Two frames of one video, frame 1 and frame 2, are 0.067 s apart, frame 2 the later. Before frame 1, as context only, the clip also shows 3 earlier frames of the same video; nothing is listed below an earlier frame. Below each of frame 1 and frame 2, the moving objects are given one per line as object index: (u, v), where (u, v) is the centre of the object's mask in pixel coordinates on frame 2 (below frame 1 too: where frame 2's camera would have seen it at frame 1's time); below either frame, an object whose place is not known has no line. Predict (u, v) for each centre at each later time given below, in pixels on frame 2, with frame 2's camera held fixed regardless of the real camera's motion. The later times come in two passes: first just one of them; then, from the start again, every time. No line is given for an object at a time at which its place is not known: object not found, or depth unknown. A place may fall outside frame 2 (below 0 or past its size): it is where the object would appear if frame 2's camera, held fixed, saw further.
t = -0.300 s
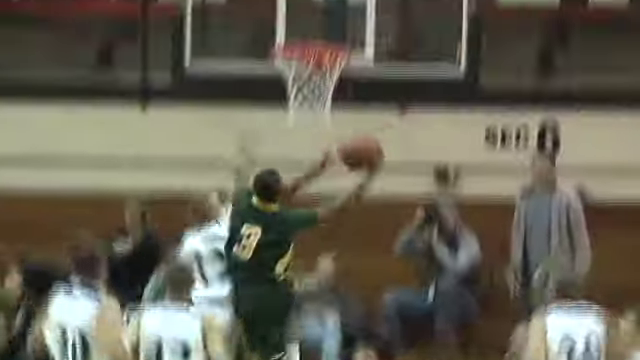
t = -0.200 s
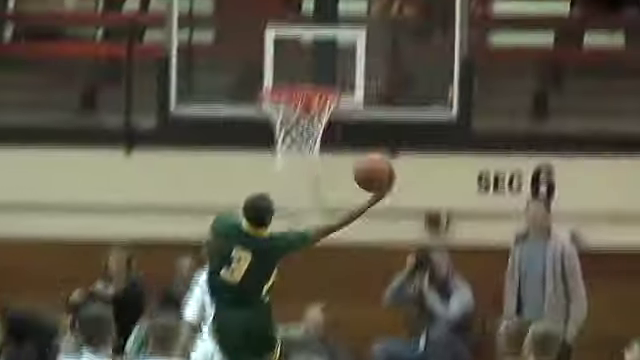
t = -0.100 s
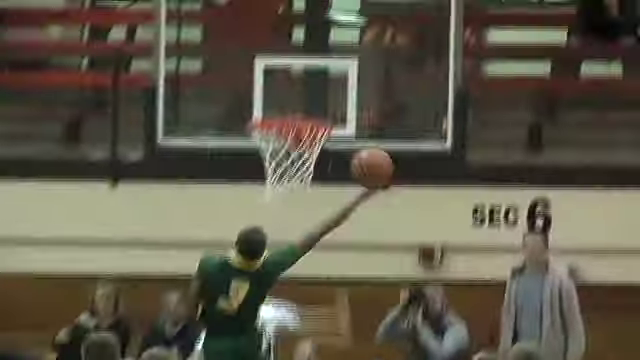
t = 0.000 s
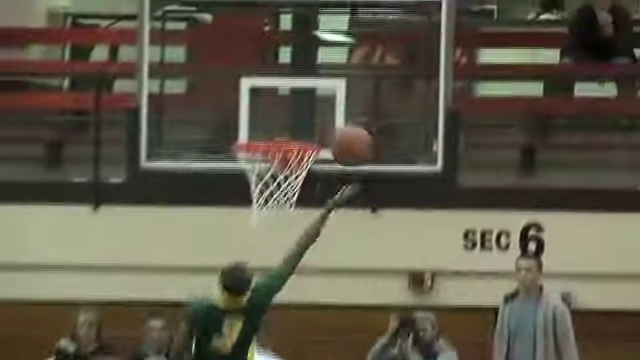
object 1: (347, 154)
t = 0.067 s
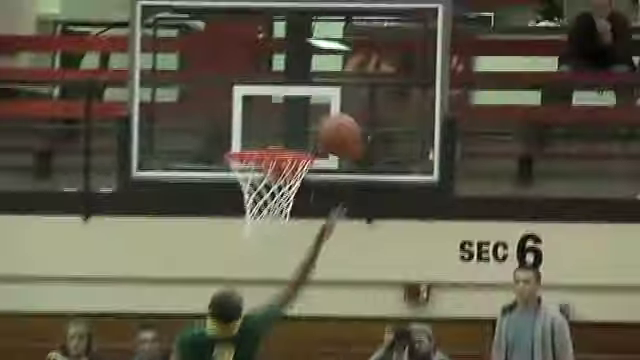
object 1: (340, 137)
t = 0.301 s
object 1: (309, 130)
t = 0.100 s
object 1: (337, 131)
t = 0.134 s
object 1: (331, 129)
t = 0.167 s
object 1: (324, 125)
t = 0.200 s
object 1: (321, 123)
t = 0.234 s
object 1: (317, 123)
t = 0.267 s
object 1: (313, 127)
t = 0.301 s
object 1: (309, 130)
